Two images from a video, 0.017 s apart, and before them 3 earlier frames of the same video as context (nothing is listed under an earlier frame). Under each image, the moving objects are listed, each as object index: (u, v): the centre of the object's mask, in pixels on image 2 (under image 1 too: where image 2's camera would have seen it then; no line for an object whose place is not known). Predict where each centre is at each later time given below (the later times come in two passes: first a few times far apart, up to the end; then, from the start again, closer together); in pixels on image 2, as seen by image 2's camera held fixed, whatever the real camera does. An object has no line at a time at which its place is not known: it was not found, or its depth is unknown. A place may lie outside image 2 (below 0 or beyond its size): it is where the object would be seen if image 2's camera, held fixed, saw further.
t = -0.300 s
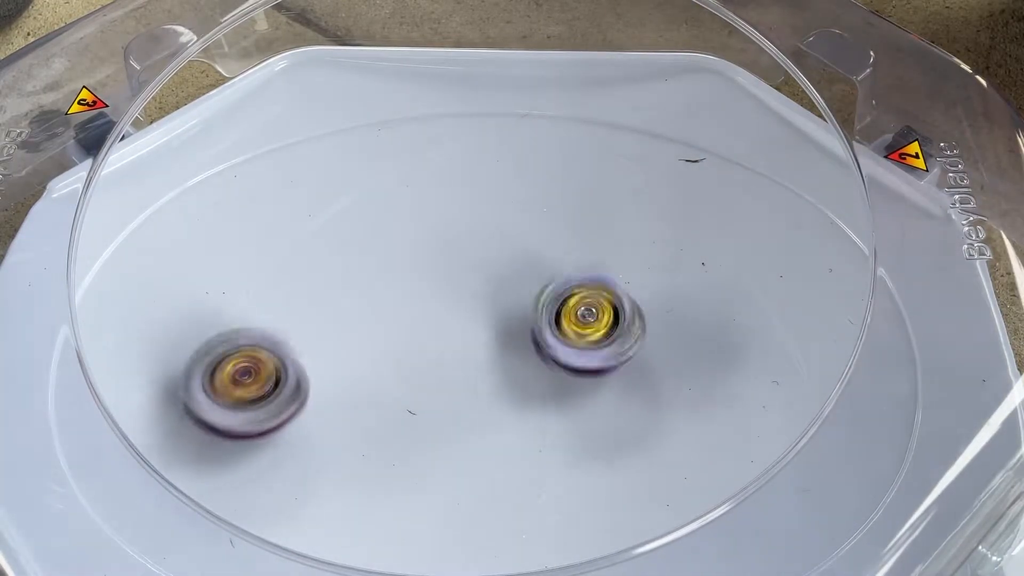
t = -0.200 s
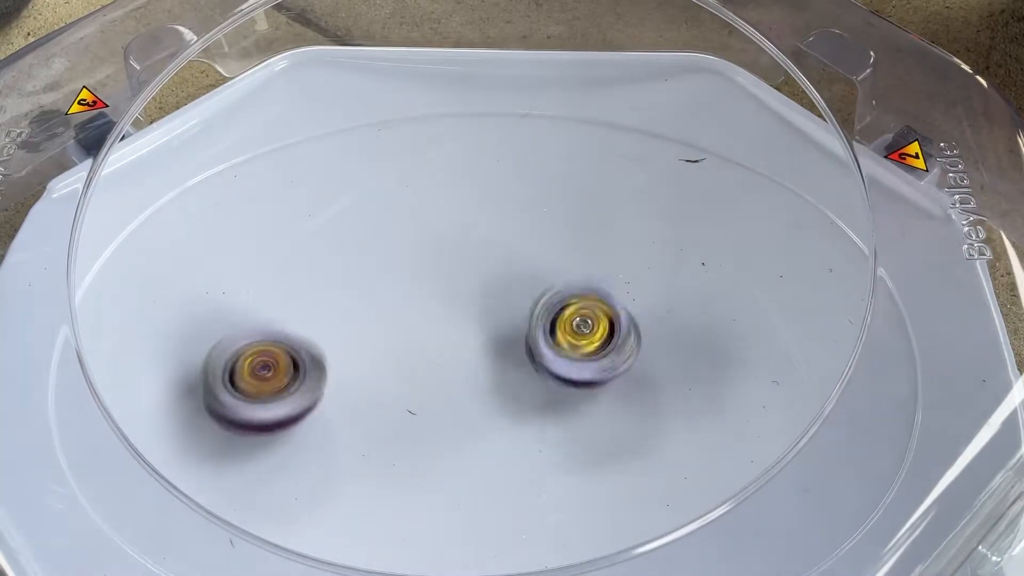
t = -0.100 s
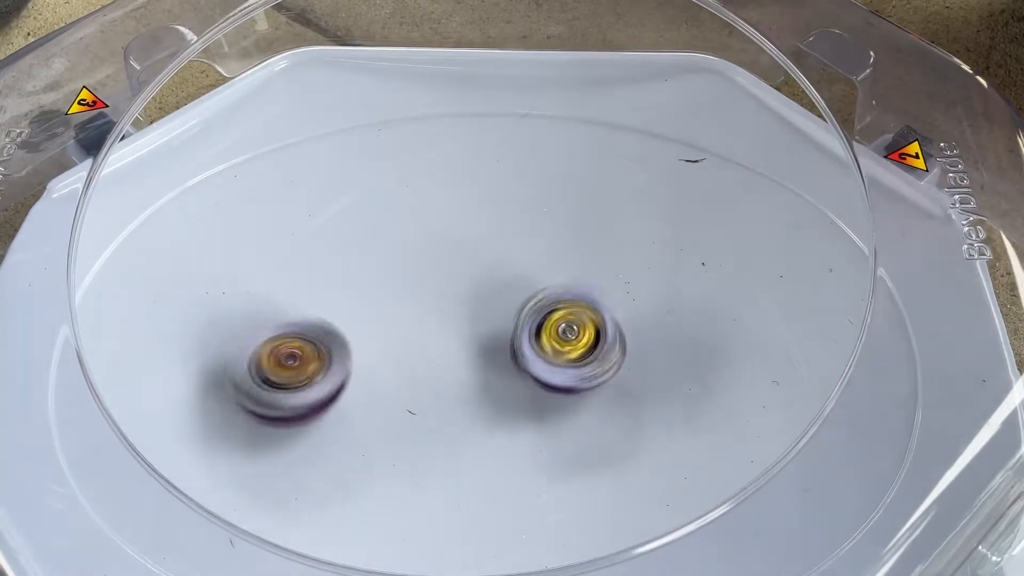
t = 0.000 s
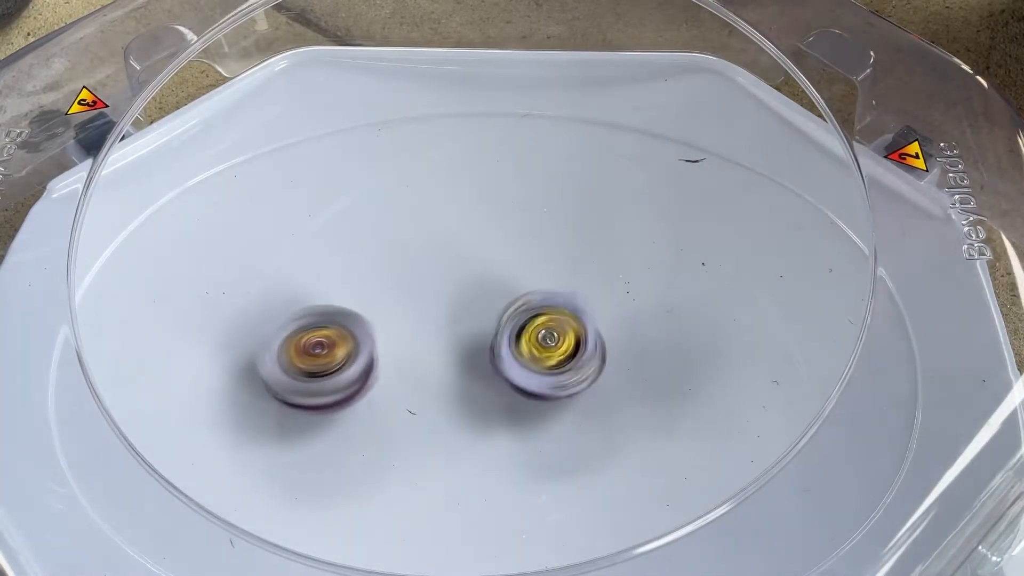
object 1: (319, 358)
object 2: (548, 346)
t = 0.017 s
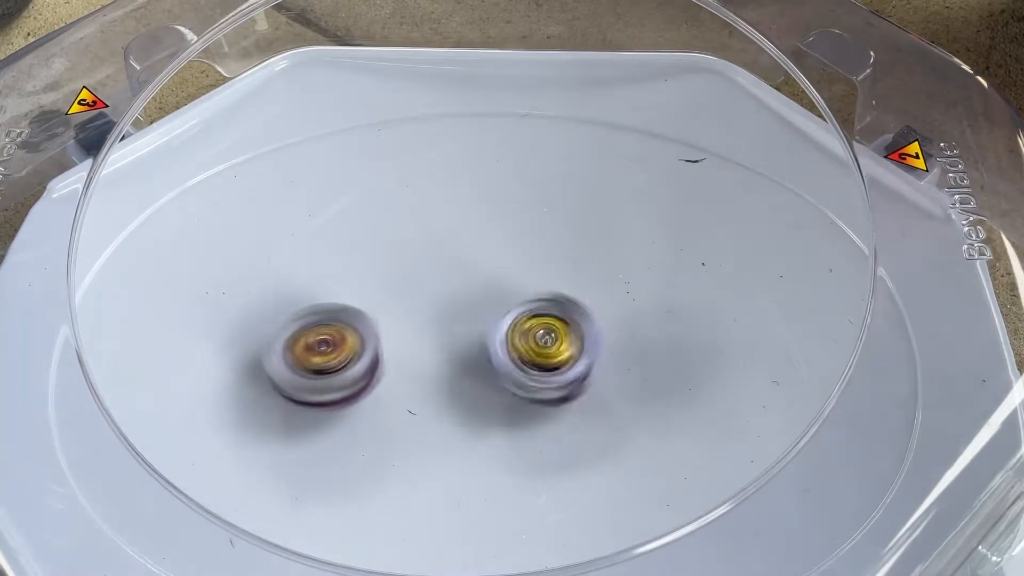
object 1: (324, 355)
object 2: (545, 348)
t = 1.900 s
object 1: (307, 423)
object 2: (480, 351)
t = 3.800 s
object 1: (398, 350)
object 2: (517, 312)
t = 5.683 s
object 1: (351, 300)
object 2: (515, 426)
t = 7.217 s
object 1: (454, 275)
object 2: (423, 374)
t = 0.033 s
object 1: (328, 353)
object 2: (540, 350)
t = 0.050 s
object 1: (333, 350)
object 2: (536, 350)
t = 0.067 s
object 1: (338, 349)
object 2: (533, 353)
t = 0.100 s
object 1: (348, 344)
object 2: (525, 354)
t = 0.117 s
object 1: (353, 341)
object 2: (521, 358)
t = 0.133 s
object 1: (359, 339)
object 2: (516, 359)
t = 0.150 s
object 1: (363, 336)
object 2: (513, 358)
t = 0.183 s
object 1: (374, 331)
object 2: (503, 363)
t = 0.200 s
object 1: (380, 329)
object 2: (501, 363)
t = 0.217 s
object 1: (385, 326)
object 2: (497, 368)
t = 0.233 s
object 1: (383, 322)
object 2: (498, 367)
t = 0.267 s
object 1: (357, 310)
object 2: (521, 379)
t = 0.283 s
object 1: (347, 303)
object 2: (532, 380)
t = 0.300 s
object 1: (339, 297)
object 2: (543, 385)
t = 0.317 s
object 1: (333, 293)
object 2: (548, 389)
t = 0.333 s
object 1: (328, 287)
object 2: (558, 388)
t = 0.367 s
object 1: (324, 280)
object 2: (565, 391)
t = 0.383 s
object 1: (323, 277)
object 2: (572, 391)
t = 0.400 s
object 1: (323, 273)
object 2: (574, 392)
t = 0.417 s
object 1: (323, 269)
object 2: (575, 389)
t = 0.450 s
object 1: (325, 263)
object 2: (575, 389)
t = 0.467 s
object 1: (325, 260)
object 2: (577, 387)
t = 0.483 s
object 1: (326, 258)
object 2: (576, 391)
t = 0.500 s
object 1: (327, 256)
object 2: (574, 387)
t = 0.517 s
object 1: (324, 253)
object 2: (574, 387)
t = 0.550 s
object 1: (323, 248)
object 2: (572, 386)
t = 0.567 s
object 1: (323, 246)
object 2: (569, 388)
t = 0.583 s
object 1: (324, 244)
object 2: (567, 388)
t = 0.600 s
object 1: (323, 242)
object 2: (568, 387)
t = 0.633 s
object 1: (323, 240)
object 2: (566, 387)
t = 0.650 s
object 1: (323, 239)
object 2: (568, 391)
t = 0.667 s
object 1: (323, 239)
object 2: (565, 389)
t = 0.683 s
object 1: (324, 239)
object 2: (566, 388)
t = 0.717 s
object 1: (322, 238)
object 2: (564, 387)
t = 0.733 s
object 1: (323, 239)
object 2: (563, 387)
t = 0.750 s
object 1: (324, 240)
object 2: (559, 388)
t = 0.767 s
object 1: (322, 240)
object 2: (561, 385)
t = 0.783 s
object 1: (321, 241)
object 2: (557, 385)
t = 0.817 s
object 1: (319, 242)
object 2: (555, 381)
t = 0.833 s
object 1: (319, 242)
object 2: (551, 377)
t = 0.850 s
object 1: (320, 243)
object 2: (550, 376)
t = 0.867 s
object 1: (320, 244)
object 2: (547, 377)
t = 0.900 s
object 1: (322, 248)
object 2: (542, 370)
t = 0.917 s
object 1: (323, 250)
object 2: (540, 369)
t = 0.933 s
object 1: (324, 253)
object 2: (539, 365)
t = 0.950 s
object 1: (324, 256)
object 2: (534, 364)
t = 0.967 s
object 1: (327, 260)
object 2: (533, 360)
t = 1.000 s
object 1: (330, 268)
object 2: (529, 357)
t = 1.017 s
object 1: (331, 272)
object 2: (528, 355)
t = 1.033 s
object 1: (330, 273)
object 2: (524, 356)
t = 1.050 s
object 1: (332, 277)
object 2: (524, 352)
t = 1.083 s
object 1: (336, 283)
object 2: (519, 351)
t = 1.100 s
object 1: (338, 287)
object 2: (518, 348)
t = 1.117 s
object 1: (341, 290)
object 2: (516, 348)
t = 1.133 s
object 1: (344, 295)
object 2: (513, 345)
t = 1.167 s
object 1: (349, 303)
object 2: (509, 343)
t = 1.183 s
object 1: (352, 307)
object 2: (506, 342)
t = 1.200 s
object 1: (354, 311)
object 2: (503, 342)
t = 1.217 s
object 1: (356, 314)
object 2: (501, 340)
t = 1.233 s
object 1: (356, 317)
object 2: (499, 341)
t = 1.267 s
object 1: (360, 323)
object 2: (494, 340)
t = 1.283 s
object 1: (362, 327)
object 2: (489, 338)
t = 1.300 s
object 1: (365, 330)
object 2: (488, 337)
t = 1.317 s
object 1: (364, 334)
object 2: (488, 338)
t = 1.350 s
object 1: (343, 347)
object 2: (501, 333)
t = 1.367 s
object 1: (337, 356)
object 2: (505, 330)
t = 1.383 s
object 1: (325, 364)
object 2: (511, 330)
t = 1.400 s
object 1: (313, 366)
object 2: (512, 324)
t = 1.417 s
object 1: (307, 369)
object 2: (512, 327)
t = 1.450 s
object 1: (299, 378)
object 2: (515, 326)
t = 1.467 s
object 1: (295, 382)
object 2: (512, 323)
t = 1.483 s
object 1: (294, 386)
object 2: (513, 323)
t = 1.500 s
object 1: (292, 390)
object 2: (510, 325)
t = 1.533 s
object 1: (283, 391)
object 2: (507, 324)
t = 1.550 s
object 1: (283, 394)
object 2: (508, 324)
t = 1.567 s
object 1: (284, 396)
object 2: (505, 327)
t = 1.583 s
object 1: (283, 398)
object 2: (508, 326)
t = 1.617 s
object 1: (284, 405)
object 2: (504, 327)
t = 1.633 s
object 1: (280, 408)
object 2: (502, 332)
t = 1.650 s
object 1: (277, 407)
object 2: (504, 329)
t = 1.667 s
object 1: (277, 409)
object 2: (499, 331)
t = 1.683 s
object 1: (279, 411)
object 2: (499, 331)
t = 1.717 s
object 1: (282, 416)
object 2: (498, 332)
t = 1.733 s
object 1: (284, 419)
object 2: (494, 337)
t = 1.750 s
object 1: (284, 421)
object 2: (494, 335)
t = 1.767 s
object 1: (283, 420)
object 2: (492, 340)
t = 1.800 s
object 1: (290, 422)
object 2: (488, 341)
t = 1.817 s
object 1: (292, 423)
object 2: (487, 340)
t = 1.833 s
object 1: (297, 424)
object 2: (486, 345)
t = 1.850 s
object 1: (301, 426)
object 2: (484, 342)
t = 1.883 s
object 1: (303, 424)
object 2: (480, 346)
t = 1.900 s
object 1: (307, 423)
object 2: (480, 351)
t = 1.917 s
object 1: (314, 422)
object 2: (477, 348)
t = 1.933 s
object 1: (317, 422)
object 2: (476, 353)
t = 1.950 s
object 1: (323, 422)
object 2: (473, 352)
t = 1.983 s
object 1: (328, 420)
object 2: (470, 354)
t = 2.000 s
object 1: (333, 417)
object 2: (471, 359)
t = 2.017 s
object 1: (337, 415)
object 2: (467, 357)
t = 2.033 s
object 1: (343, 412)
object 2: (468, 362)
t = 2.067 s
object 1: (354, 414)
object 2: (466, 361)
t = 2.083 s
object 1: (343, 416)
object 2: (473, 352)
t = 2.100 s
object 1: (340, 417)
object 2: (481, 349)
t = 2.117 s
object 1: (338, 419)
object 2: (486, 339)
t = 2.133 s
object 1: (339, 422)
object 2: (489, 337)
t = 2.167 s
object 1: (335, 421)
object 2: (500, 330)
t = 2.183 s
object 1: (338, 418)
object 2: (503, 324)
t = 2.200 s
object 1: (340, 416)
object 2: (502, 323)
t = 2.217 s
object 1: (346, 417)
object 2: (506, 318)
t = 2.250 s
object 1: (345, 411)
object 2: (510, 313)
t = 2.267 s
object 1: (348, 407)
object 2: (510, 312)
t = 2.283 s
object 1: (351, 406)
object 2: (512, 308)
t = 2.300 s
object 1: (358, 405)
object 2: (511, 307)
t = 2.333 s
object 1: (356, 398)
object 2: (511, 301)
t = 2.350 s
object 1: (358, 394)
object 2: (512, 303)
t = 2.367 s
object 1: (361, 393)
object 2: (510, 300)
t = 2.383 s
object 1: (366, 393)
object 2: (511, 303)
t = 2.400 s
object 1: (363, 389)
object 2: (510, 300)
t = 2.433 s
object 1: (367, 380)
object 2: (507, 301)
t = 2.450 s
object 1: (372, 379)
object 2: (509, 303)
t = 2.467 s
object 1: (371, 377)
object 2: (507, 302)
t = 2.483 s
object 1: (371, 371)
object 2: (507, 303)
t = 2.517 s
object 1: (376, 364)
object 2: (505, 305)
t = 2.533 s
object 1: (378, 364)
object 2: (505, 305)
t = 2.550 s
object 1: (375, 359)
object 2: (504, 306)
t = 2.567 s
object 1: (377, 353)
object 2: (504, 307)
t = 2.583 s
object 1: (378, 349)
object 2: (501, 308)
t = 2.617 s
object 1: (384, 345)
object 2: (495, 311)
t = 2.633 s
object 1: (378, 342)
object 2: (494, 314)
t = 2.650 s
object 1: (372, 339)
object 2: (495, 311)
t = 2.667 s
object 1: (372, 337)
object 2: (495, 313)
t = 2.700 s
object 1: (367, 335)
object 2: (490, 312)
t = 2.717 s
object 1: (366, 331)
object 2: (491, 315)
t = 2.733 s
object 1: (368, 329)
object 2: (488, 314)
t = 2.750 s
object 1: (367, 328)
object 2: (490, 320)
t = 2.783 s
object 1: (364, 321)
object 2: (490, 322)
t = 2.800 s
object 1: (364, 319)
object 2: (490, 321)
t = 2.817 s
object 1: (366, 319)
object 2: (487, 326)
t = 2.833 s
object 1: (363, 315)
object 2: (489, 327)
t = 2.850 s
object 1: (362, 312)
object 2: (487, 329)
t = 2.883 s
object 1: (362, 310)
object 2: (488, 332)
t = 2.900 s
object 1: (360, 306)
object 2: (490, 335)
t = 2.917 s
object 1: (360, 304)
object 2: (492, 334)
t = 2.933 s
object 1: (358, 303)
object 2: (491, 338)
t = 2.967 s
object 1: (357, 300)
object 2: (491, 341)
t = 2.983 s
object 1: (356, 298)
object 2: (494, 342)
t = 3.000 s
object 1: (356, 298)
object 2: (494, 344)
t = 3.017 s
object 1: (356, 298)
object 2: (497, 345)
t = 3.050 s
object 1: (354, 294)
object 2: (498, 348)
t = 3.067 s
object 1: (353, 294)
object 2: (502, 347)
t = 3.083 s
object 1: (352, 295)
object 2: (500, 349)
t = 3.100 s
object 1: (352, 293)
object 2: (504, 348)
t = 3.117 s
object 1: (353, 293)
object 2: (503, 350)
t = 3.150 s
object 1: (354, 295)
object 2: (508, 350)
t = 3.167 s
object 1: (354, 292)
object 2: (508, 350)
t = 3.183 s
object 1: (355, 293)
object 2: (509, 348)
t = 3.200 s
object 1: (356, 295)
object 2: (508, 350)
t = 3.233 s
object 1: (357, 295)
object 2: (512, 349)
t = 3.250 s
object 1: (359, 296)
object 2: (515, 347)
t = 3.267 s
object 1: (361, 299)
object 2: (515, 347)
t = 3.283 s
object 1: (359, 298)
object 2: (514, 347)
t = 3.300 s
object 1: (363, 298)
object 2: (518, 344)
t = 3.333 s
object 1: (369, 305)
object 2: (518, 341)
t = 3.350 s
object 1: (367, 303)
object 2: (518, 343)
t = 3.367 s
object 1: (371, 304)
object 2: (518, 341)
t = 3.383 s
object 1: (378, 307)
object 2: (519, 338)
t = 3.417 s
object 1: (376, 309)
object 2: (517, 335)
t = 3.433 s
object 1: (380, 311)
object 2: (516, 337)
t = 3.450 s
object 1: (384, 314)
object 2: (516, 334)
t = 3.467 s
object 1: (383, 315)
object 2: (515, 333)
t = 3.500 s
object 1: (390, 317)
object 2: (513, 330)
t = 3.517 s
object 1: (391, 320)
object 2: (516, 331)
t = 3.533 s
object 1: (386, 322)
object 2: (518, 326)
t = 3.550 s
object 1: (386, 321)
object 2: (519, 327)
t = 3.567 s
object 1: (386, 324)
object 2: (520, 324)
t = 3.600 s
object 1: (388, 327)
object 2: (524, 324)
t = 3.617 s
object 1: (390, 328)
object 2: (524, 320)
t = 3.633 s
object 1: (394, 332)
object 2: (526, 322)
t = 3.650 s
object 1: (390, 331)
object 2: (522, 319)
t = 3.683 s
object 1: (397, 334)
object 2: (521, 319)
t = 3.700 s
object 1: (390, 338)
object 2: (520, 316)
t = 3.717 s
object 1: (396, 337)
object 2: (520, 319)
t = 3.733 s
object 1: (397, 340)
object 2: (517, 316)
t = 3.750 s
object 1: (397, 344)
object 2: (517, 318)
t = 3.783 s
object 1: (399, 347)
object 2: (516, 313)
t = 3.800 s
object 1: (398, 350)
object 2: (517, 312)
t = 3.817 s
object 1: (390, 356)
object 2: (526, 304)
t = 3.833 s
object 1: (386, 361)
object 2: (529, 304)
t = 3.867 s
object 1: (376, 370)
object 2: (536, 293)
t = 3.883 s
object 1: (375, 375)
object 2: (537, 293)
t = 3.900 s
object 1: (371, 378)
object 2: (545, 289)
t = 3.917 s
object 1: (373, 378)
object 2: (550, 286)
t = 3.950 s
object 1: (371, 383)
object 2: (557, 281)
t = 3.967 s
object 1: (373, 382)
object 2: (559, 280)
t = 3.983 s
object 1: (374, 383)
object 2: (562, 276)
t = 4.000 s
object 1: (371, 386)
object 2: (564, 274)
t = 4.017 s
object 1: (374, 385)
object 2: (563, 275)
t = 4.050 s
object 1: (373, 390)
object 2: (565, 269)
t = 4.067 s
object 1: (376, 388)
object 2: (563, 270)
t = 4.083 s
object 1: (383, 392)
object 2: (562, 269)
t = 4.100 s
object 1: (377, 390)
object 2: (562, 270)
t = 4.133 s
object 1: (386, 394)
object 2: (560, 273)
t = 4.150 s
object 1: (382, 391)
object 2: (560, 275)
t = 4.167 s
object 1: (386, 390)
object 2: (557, 277)
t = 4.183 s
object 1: (390, 394)
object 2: (557, 278)
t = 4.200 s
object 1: (388, 389)
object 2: (555, 280)
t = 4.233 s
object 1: (391, 388)
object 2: (550, 278)
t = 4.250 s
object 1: (394, 386)
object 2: (547, 281)
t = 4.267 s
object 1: (395, 385)
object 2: (544, 281)
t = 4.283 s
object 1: (396, 386)
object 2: (542, 284)
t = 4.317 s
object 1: (403, 382)
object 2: (538, 291)
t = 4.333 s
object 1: (400, 379)
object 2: (535, 297)
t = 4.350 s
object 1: (402, 376)
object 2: (534, 300)
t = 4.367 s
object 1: (406, 377)
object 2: (531, 302)
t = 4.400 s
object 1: (404, 369)
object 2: (530, 314)
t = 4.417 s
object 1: (404, 369)
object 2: (527, 317)
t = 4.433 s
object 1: (407, 365)
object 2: (525, 325)
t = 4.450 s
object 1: (406, 360)
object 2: (524, 328)
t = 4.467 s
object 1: (406, 361)
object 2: (520, 330)
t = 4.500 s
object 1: (387, 372)
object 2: (544, 330)
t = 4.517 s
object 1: (374, 370)
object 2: (552, 329)
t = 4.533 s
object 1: (364, 375)
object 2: (557, 332)
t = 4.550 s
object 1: (357, 373)
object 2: (567, 333)
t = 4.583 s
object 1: (347, 377)
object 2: (578, 333)
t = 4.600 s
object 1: (344, 374)
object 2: (583, 335)
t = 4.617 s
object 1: (345, 375)
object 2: (589, 334)
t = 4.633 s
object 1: (339, 371)
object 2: (594, 333)
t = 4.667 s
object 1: (333, 369)
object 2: (602, 335)
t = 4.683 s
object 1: (332, 369)
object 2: (606, 333)
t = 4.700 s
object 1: (328, 368)
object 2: (609, 332)
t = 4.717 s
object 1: (327, 367)
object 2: (610, 335)
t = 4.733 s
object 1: (325, 368)
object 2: (614, 333)
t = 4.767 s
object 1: (322, 368)
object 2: (615, 328)
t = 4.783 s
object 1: (318, 364)
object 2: (614, 329)
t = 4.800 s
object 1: (318, 365)
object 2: (615, 326)
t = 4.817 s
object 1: (313, 362)
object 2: (615, 325)
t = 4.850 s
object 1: (308, 363)
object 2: (615, 326)
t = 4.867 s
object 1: (309, 362)
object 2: (616, 324)
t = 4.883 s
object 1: (308, 366)
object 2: (618, 323)
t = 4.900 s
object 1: (306, 362)
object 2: (618, 320)
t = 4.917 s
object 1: (306, 366)
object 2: (615, 319)
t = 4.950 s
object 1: (302, 363)
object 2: (612, 318)
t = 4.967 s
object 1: (298, 362)
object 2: (609, 321)
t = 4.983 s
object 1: (300, 363)
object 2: (606, 322)
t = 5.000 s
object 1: (297, 365)
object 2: (603, 324)
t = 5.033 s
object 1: (297, 366)
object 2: (599, 329)
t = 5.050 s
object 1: (298, 362)
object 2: (596, 328)
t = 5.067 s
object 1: (298, 365)
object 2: (591, 329)
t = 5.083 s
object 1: (299, 361)
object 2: (586, 333)
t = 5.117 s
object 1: (299, 359)
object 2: (577, 341)
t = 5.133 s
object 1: (301, 360)
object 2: (575, 343)
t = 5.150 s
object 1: (299, 361)
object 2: (571, 348)
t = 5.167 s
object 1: (303, 358)
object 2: (569, 355)
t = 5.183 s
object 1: (305, 359)
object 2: (567, 356)
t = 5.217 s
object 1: (309, 357)
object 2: (558, 363)
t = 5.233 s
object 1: (311, 351)
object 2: (556, 369)
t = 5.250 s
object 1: (312, 352)
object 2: (555, 373)
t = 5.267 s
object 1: (312, 349)
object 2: (549, 375)
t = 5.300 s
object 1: (315, 348)
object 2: (543, 388)
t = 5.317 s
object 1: (318, 344)
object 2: (540, 391)
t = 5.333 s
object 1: (318, 346)
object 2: (538, 394)
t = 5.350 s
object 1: (321, 341)
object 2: (534, 398)
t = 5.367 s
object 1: (323, 342)
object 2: (534, 406)
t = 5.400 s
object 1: (330, 339)
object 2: (529, 409)
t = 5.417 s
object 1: (328, 334)
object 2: (526, 412)
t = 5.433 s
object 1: (330, 332)
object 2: (524, 418)
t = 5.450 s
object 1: (331, 331)
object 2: (523, 419)
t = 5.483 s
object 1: (334, 328)
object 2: (521, 422)
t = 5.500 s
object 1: (336, 323)
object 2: (519, 426)
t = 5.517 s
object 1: (338, 325)
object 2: (521, 428)
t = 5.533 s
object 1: (339, 319)
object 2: (521, 428)
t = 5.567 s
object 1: (342, 314)
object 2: (518, 431)
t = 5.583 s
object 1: (344, 315)
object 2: (518, 429)
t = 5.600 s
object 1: (345, 311)
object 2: (518, 427)
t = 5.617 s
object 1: (347, 309)
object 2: (517, 426)
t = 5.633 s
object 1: (347, 307)
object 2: (515, 425)
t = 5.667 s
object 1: (349, 304)
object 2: (514, 428)
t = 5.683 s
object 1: (351, 300)
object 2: (515, 426)
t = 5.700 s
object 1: (351, 300)
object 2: (516, 424)
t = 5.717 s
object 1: (352, 296)
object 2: (516, 422)
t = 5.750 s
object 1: (356, 292)
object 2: (515, 417)
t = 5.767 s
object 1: (356, 293)
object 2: (515, 414)
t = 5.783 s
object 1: (357, 290)
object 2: (513, 413)
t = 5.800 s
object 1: (357, 288)
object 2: (510, 410)
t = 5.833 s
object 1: (359, 285)
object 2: (503, 407)
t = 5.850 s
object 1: (360, 286)
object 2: (501, 404)
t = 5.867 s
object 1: (360, 282)
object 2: (495, 403)
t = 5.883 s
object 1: (362, 285)
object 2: (490, 402)
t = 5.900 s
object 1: (362, 280)
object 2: (485, 400)
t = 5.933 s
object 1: (365, 277)
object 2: (476, 398)
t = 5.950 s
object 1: (366, 279)
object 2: (469, 396)
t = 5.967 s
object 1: (366, 276)
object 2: (464, 394)
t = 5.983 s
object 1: (367, 277)
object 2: (458, 394)
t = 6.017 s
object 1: (370, 275)
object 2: (449, 392)
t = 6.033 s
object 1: (371, 277)
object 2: (442, 391)
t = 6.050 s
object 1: (373, 275)
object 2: (437, 390)
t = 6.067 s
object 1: (374, 279)
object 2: (430, 390)
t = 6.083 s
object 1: (378, 277)
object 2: (427, 389)
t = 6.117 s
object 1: (381, 278)
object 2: (411, 382)
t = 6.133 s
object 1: (385, 283)
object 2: (407, 381)
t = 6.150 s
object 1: (383, 276)
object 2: (402, 383)
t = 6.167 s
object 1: (379, 274)
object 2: (400, 386)
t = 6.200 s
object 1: (377, 273)
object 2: (394, 391)
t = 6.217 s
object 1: (376, 270)
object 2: (392, 391)
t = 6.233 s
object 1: (376, 272)
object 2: (392, 392)
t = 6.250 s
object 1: (379, 270)
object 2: (391, 392)
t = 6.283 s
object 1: (380, 268)
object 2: (387, 390)
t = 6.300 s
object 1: (380, 267)
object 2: (387, 392)
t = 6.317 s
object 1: (381, 266)
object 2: (388, 391)
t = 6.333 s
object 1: (381, 267)
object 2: (388, 390)
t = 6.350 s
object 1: (382, 266)
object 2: (390, 389)
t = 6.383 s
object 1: (382, 266)
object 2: (387, 387)
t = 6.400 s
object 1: (384, 266)
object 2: (385, 386)
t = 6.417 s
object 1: (385, 266)
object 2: (383, 387)
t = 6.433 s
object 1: (385, 266)
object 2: (382, 385)
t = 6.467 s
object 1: (386, 268)
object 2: (382, 386)
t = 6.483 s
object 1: (387, 270)
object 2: (382, 386)
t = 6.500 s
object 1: (388, 271)
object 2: (383, 387)
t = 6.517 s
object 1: (390, 273)
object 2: (383, 387)
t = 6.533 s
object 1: (393, 273)
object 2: (383, 384)
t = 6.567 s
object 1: (392, 268)
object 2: (382, 388)
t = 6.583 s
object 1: (392, 268)
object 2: (383, 390)
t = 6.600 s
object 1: (391, 268)
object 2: (385, 391)
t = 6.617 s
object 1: (393, 268)
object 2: (385, 391)
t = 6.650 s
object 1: (399, 269)
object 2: (387, 392)
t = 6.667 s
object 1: (401, 270)
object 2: (387, 391)
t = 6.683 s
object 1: (405, 268)
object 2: (385, 391)
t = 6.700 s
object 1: (404, 268)
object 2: (384, 392)
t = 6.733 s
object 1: (405, 269)
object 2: (381, 392)
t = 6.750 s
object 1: (407, 268)
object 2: (381, 392)
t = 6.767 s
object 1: (406, 270)
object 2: (380, 392)
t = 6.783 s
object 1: (411, 271)
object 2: (380, 393)
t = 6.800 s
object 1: (416, 277)
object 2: (382, 392)
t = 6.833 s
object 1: (417, 274)
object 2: (385, 390)
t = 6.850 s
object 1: (422, 275)
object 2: (384, 389)
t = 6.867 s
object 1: (421, 277)
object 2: (385, 388)
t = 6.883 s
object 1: (424, 275)
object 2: (386, 386)
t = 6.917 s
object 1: (425, 277)
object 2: (389, 382)
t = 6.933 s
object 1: (426, 281)
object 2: (390, 379)
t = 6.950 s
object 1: (429, 280)
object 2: (391, 378)
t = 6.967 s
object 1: (430, 284)
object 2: (390, 375)
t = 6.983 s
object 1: (434, 284)
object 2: (390, 374)
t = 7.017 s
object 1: (444, 287)
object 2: (389, 375)
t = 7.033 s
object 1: (439, 285)
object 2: (389, 373)
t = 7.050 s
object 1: (443, 286)
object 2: (391, 374)
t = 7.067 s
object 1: (441, 280)
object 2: (397, 375)
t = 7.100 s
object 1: (443, 278)
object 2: (406, 375)
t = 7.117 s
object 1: (444, 279)
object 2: (410, 375)
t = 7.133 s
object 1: (447, 276)
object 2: (414, 375)
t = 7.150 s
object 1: (448, 277)
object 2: (417, 375)
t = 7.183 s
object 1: (451, 275)
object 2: (421, 375)
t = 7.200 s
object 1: (451, 277)
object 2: (422, 375)
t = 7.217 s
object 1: (454, 275)
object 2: (423, 374)
